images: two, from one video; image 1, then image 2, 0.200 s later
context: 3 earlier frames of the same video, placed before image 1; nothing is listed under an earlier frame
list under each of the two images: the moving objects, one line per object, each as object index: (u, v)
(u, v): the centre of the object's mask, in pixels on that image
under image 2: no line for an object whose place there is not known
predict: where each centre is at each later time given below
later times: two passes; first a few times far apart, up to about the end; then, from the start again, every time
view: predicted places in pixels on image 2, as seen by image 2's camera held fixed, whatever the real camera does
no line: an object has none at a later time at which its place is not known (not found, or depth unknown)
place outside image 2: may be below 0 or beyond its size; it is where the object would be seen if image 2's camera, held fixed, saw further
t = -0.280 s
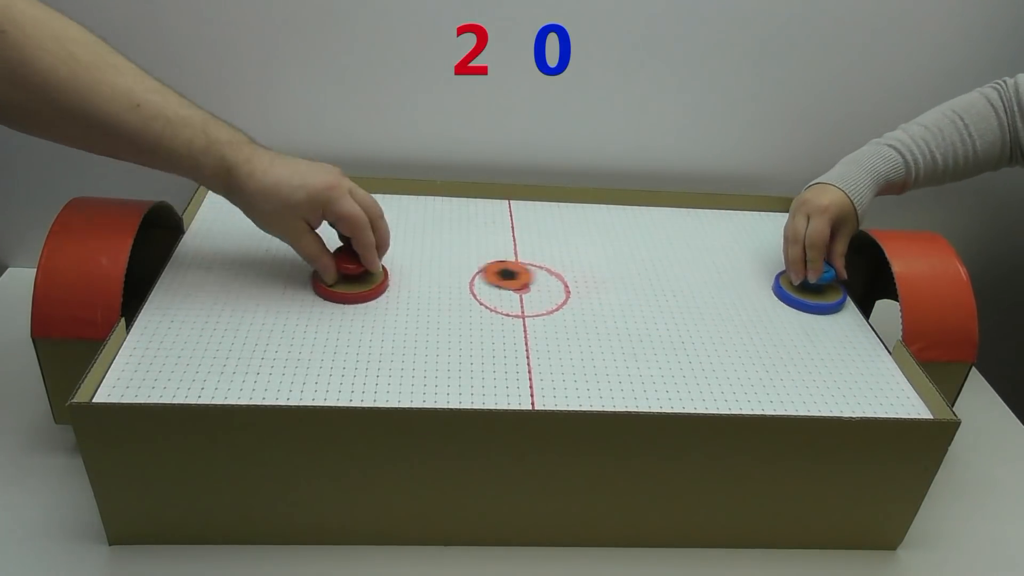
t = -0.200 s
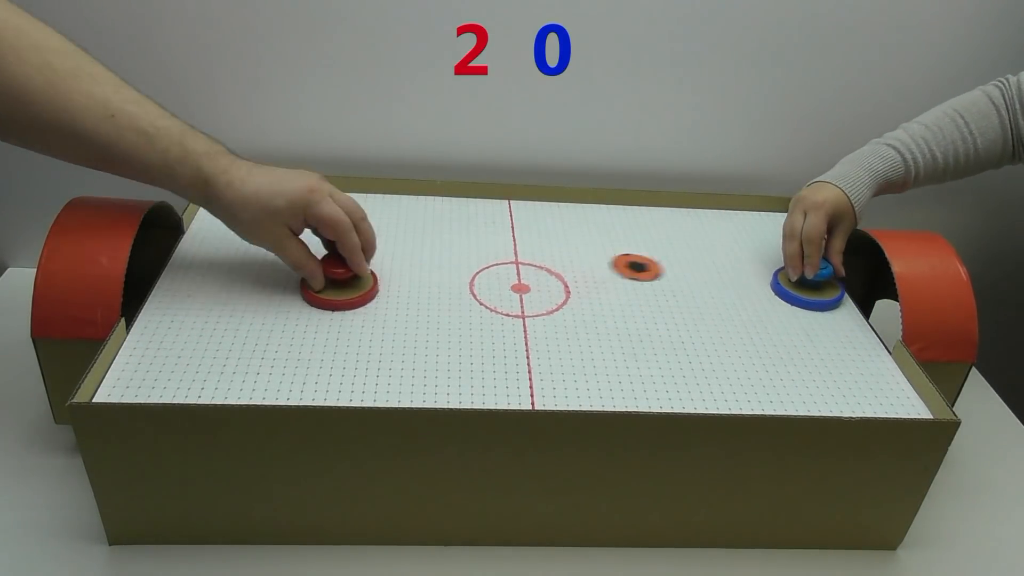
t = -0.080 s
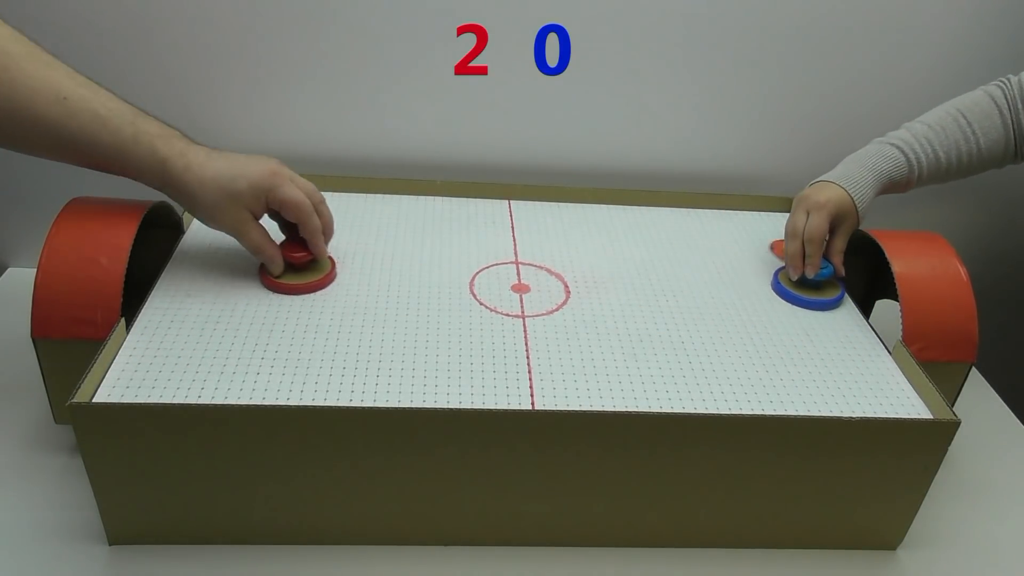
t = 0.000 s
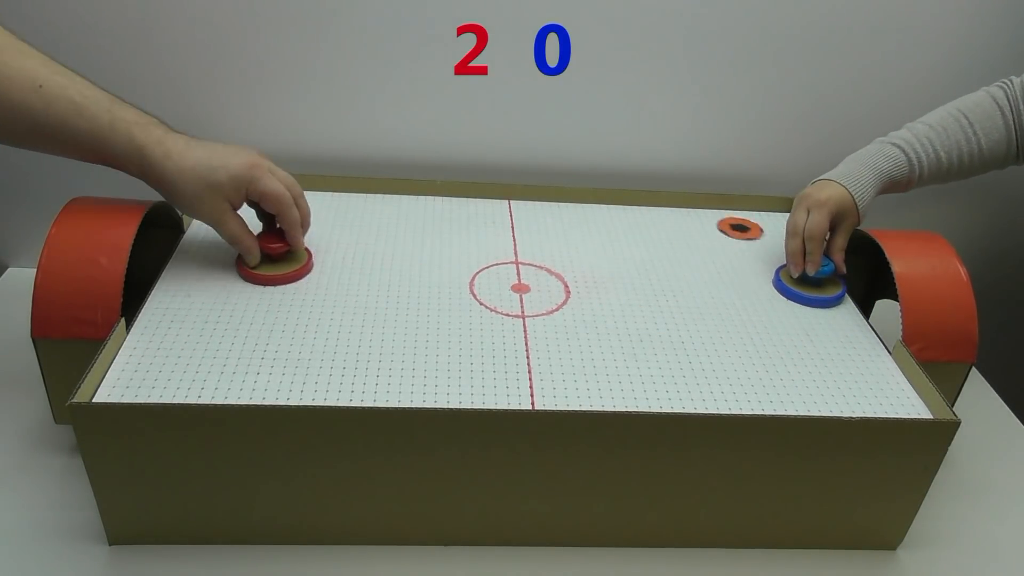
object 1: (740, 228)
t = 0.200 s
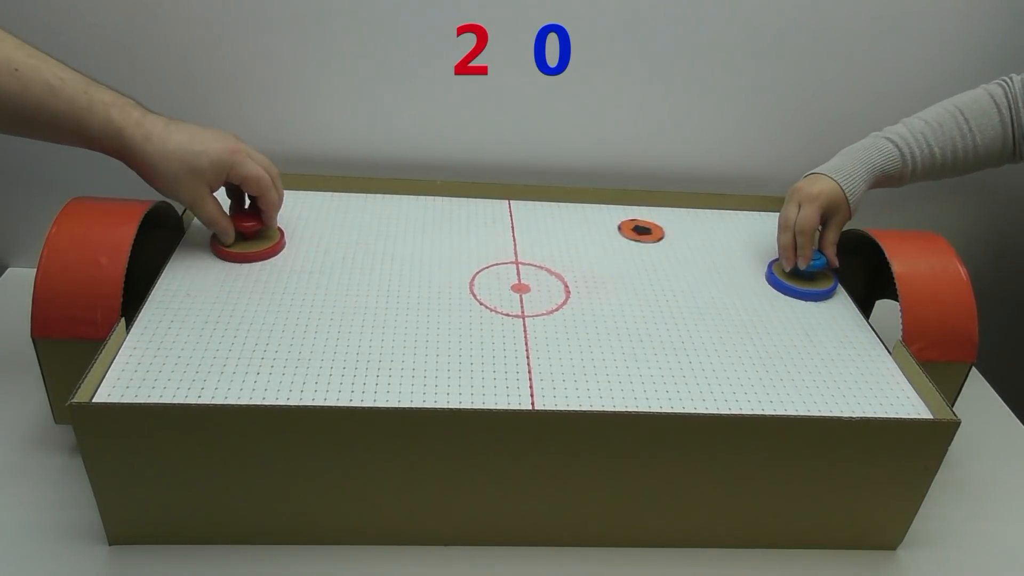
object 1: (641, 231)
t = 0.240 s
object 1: (622, 234)
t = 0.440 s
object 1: (531, 249)
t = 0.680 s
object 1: (418, 270)
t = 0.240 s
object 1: (622, 234)
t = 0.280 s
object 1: (604, 237)
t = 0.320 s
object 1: (585, 240)
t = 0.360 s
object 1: (567, 243)
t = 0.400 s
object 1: (549, 246)
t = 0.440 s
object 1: (531, 249)
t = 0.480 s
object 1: (513, 252)
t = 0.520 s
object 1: (494, 255)
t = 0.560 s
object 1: (475, 259)
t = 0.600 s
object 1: (456, 262)
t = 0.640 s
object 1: (437, 266)
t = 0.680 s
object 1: (418, 270)
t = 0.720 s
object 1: (399, 273)
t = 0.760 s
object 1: (380, 277)
